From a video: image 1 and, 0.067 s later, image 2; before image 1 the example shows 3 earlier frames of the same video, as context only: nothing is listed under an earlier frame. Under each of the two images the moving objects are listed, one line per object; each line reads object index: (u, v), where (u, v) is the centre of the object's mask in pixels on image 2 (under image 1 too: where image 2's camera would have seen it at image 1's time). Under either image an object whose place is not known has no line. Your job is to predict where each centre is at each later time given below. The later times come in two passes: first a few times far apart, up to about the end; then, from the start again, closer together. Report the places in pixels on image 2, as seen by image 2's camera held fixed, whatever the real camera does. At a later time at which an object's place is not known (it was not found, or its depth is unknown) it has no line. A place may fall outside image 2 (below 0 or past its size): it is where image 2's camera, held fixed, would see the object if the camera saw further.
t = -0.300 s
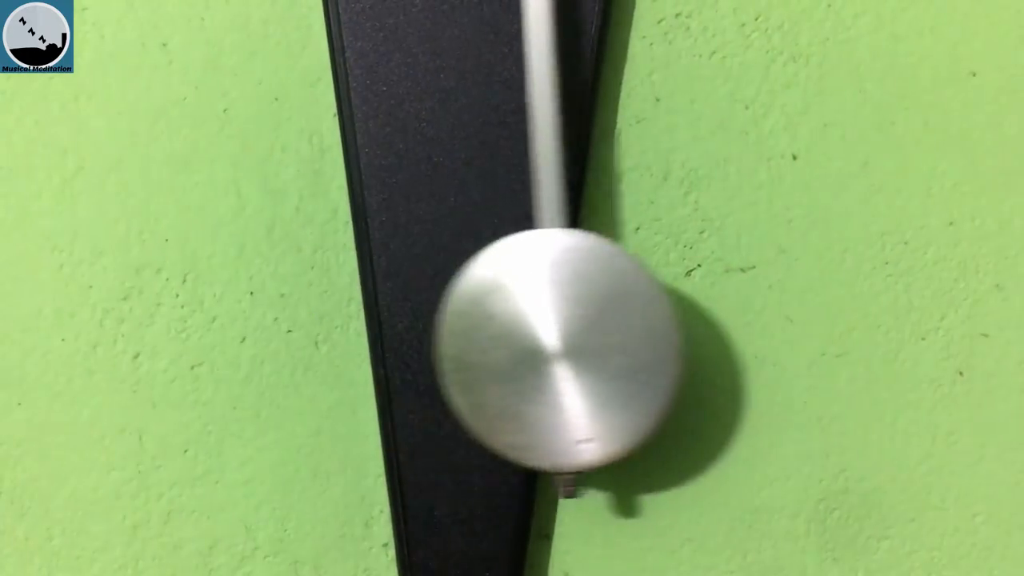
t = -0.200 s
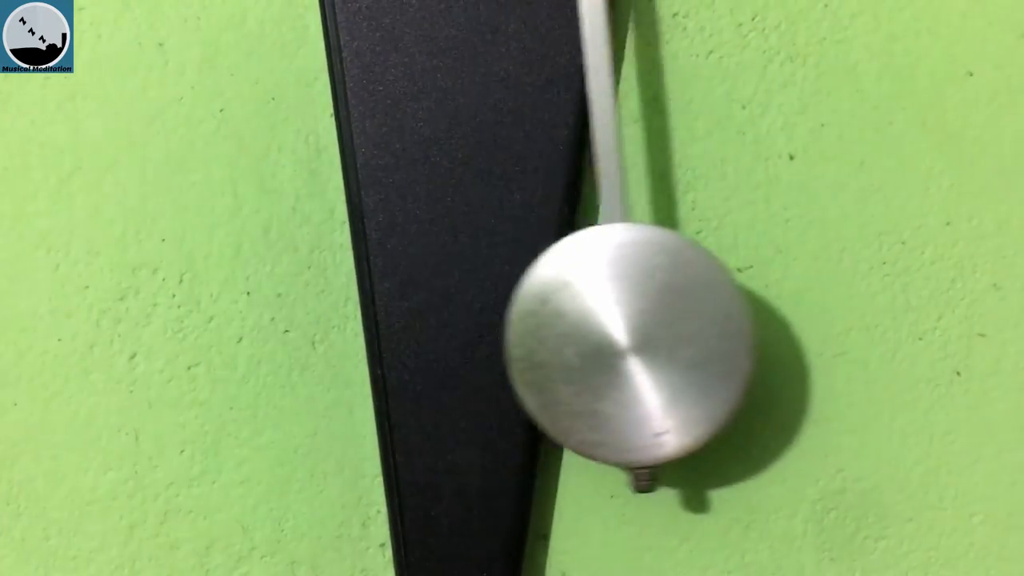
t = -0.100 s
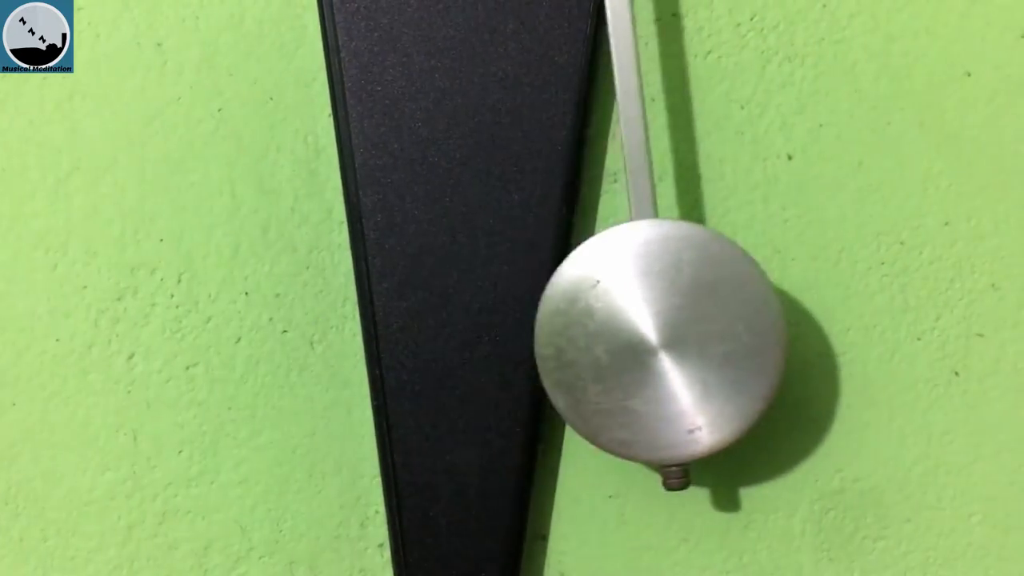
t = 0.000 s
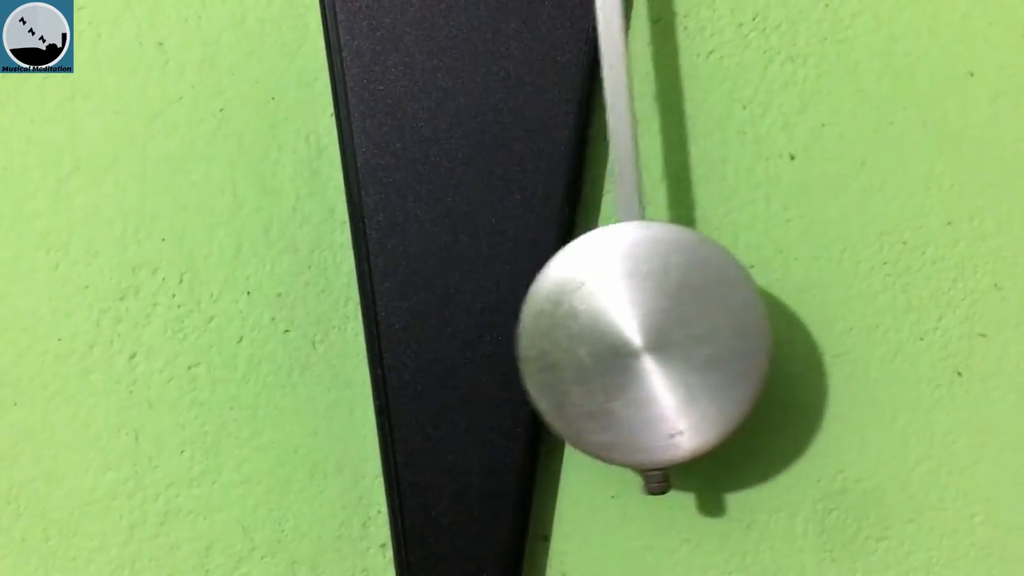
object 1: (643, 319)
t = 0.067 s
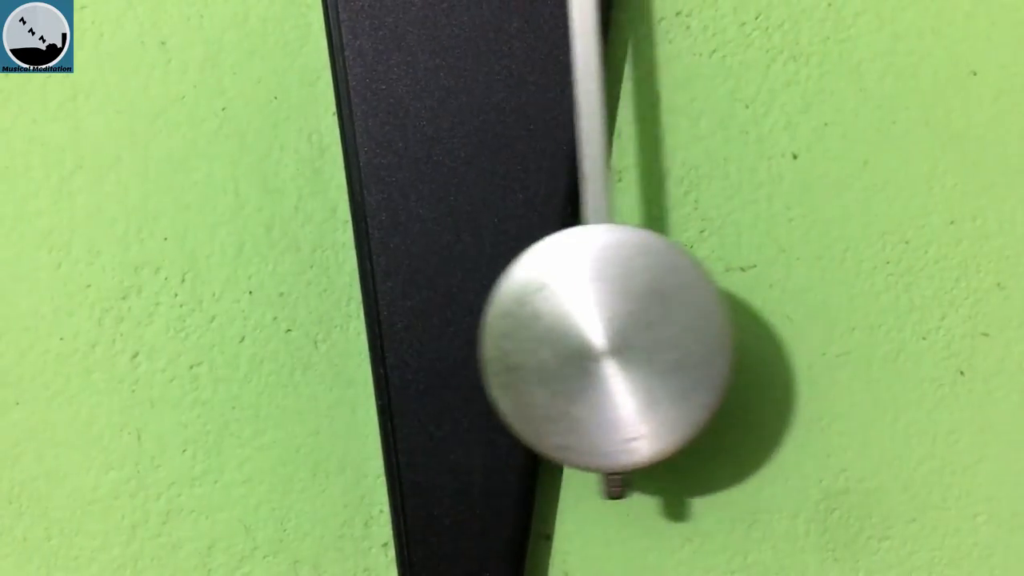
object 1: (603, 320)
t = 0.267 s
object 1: (427, 317)
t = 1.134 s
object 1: (657, 318)
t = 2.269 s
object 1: (661, 316)
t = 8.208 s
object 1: (659, 317)
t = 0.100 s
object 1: (577, 320)
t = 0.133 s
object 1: (548, 320)
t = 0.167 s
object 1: (517, 321)
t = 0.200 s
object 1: (487, 319)
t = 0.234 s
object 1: (457, 318)
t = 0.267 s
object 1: (427, 317)
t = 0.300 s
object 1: (398, 317)
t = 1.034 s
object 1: (655, 319)
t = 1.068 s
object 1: (661, 318)
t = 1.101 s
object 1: (662, 318)
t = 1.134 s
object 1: (657, 318)
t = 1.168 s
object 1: (645, 318)
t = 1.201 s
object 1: (629, 317)
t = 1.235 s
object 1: (608, 317)
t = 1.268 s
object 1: (584, 315)
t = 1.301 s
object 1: (557, 315)
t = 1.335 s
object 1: (528, 316)
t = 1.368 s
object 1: (497, 315)
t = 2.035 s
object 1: (541, 319)
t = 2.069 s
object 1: (570, 319)
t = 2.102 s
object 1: (597, 319)
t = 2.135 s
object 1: (619, 318)
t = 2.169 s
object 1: (638, 318)
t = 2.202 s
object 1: (651, 317)
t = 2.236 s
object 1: (659, 316)
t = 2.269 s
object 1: (661, 316)
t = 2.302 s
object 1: (657, 316)
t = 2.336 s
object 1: (648, 316)
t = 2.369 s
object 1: (633, 317)
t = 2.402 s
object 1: (613, 317)
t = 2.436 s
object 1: (590, 317)
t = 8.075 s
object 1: (655, 317)
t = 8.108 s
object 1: (664, 316)
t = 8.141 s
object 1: (669, 316)
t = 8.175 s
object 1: (667, 316)
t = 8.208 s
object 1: (659, 317)
